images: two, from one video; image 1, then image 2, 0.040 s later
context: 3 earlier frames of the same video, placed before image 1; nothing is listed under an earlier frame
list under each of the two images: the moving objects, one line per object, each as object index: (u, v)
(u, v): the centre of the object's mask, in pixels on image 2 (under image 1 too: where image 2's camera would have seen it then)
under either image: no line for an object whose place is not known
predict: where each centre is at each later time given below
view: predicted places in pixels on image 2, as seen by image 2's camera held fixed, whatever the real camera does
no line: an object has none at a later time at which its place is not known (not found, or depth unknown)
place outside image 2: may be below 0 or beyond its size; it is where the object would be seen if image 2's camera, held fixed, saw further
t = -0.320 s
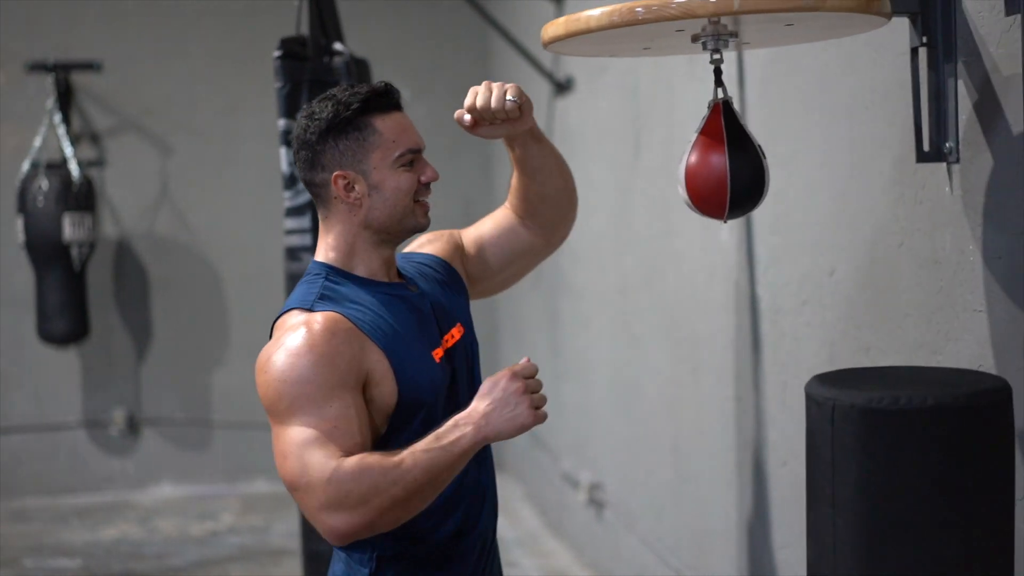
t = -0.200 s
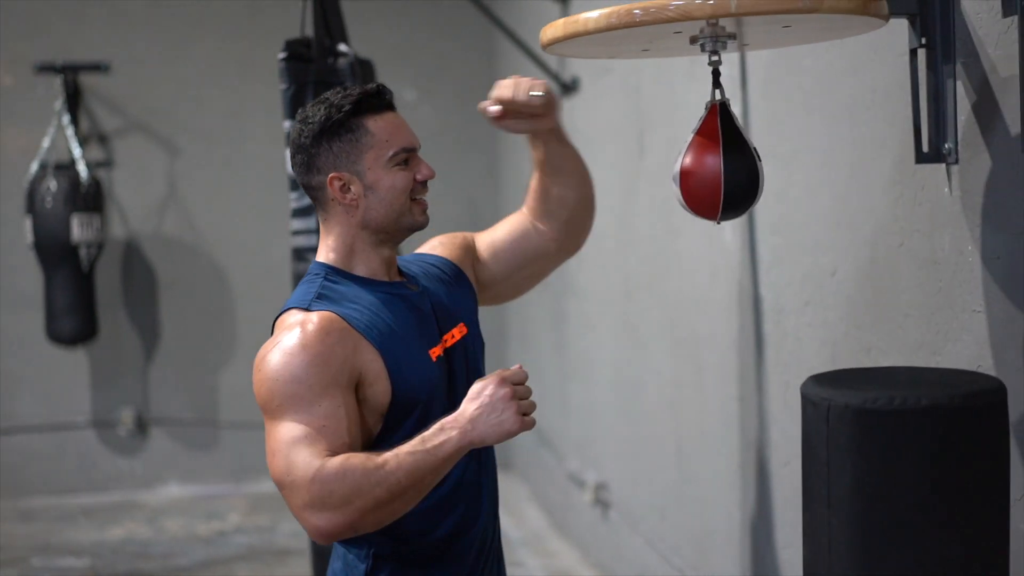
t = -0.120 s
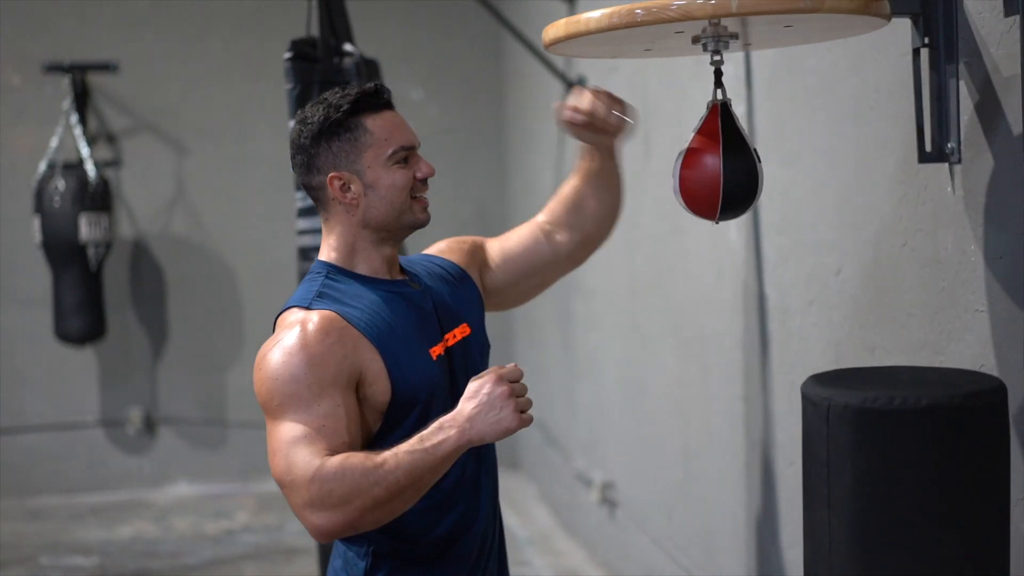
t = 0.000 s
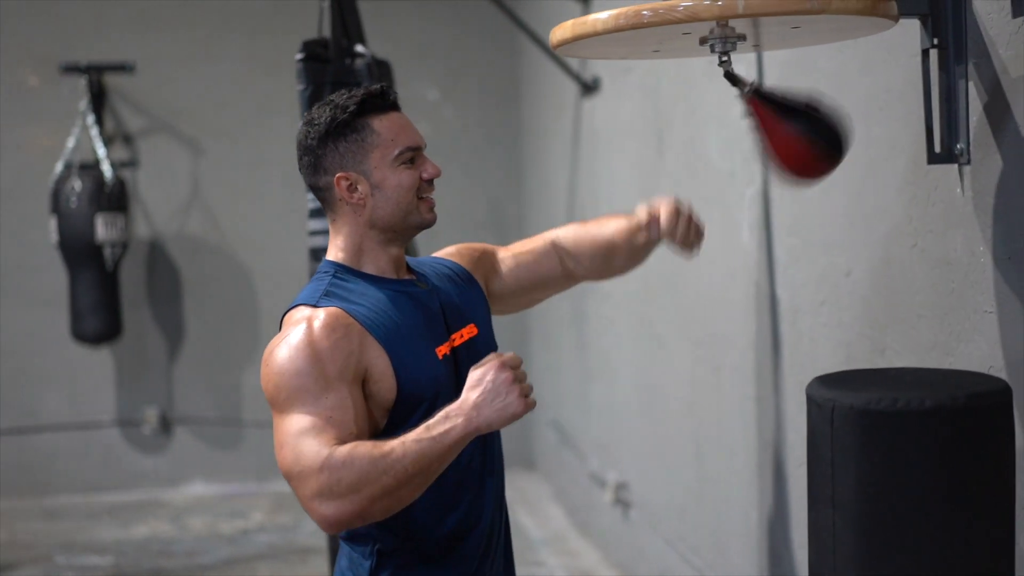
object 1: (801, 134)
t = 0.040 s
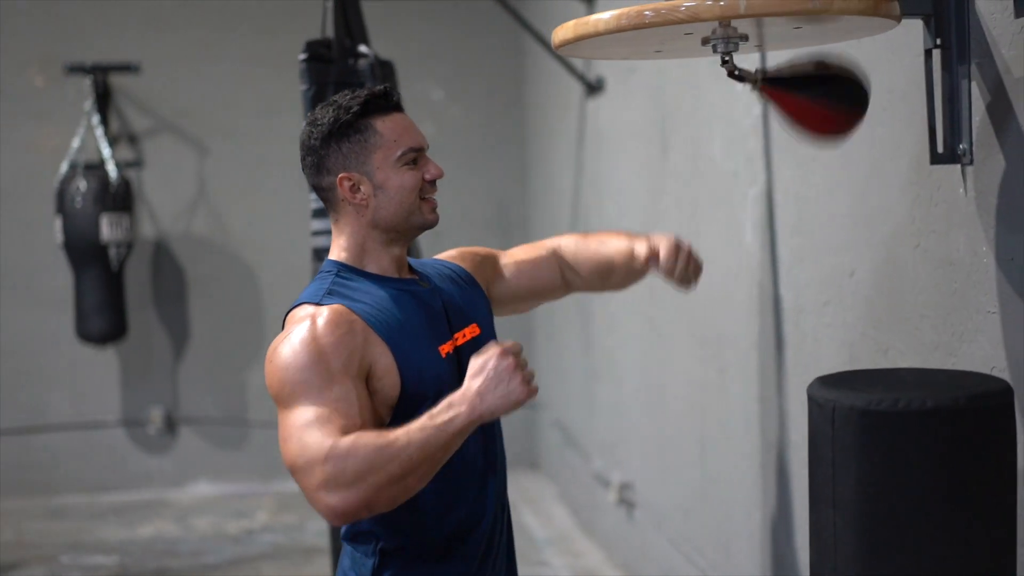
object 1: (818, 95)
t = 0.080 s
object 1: (819, 87)
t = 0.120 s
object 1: (808, 119)
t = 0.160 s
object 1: (785, 147)
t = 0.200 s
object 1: (746, 166)
